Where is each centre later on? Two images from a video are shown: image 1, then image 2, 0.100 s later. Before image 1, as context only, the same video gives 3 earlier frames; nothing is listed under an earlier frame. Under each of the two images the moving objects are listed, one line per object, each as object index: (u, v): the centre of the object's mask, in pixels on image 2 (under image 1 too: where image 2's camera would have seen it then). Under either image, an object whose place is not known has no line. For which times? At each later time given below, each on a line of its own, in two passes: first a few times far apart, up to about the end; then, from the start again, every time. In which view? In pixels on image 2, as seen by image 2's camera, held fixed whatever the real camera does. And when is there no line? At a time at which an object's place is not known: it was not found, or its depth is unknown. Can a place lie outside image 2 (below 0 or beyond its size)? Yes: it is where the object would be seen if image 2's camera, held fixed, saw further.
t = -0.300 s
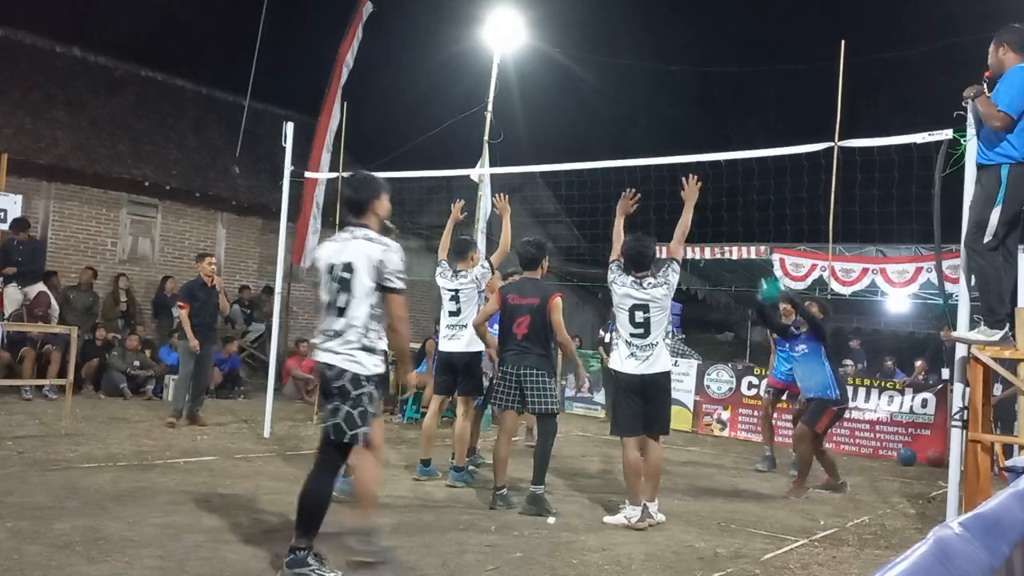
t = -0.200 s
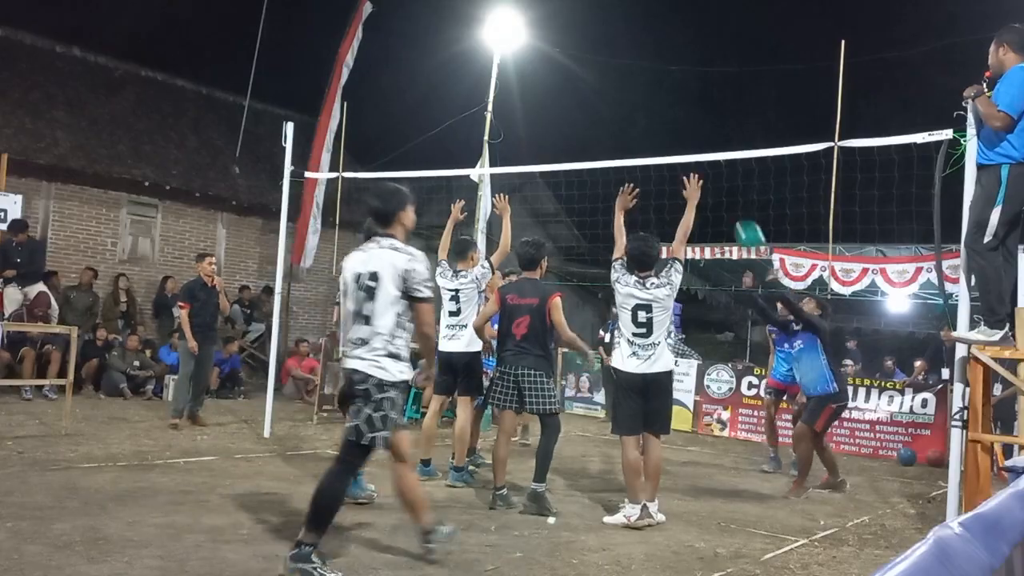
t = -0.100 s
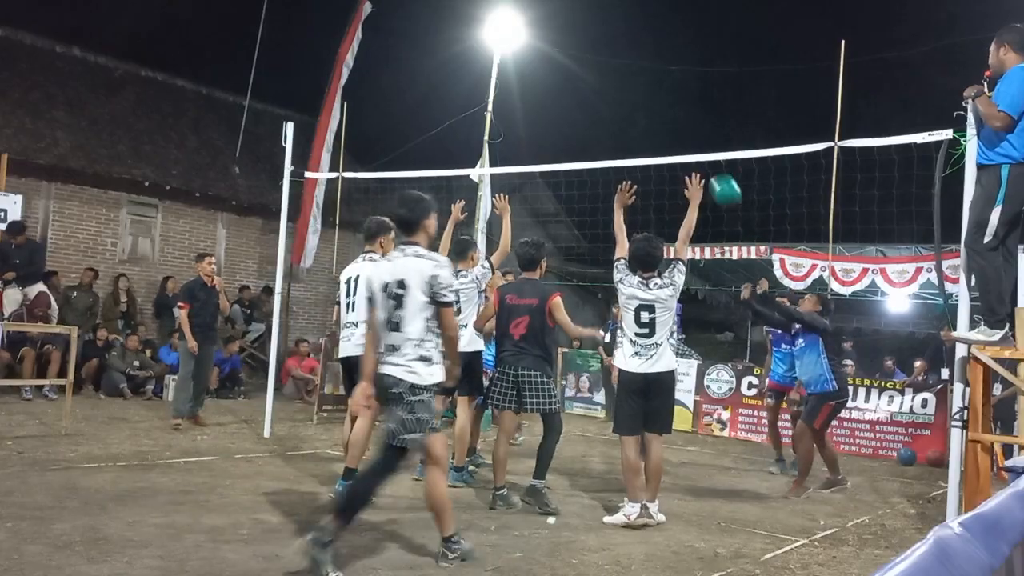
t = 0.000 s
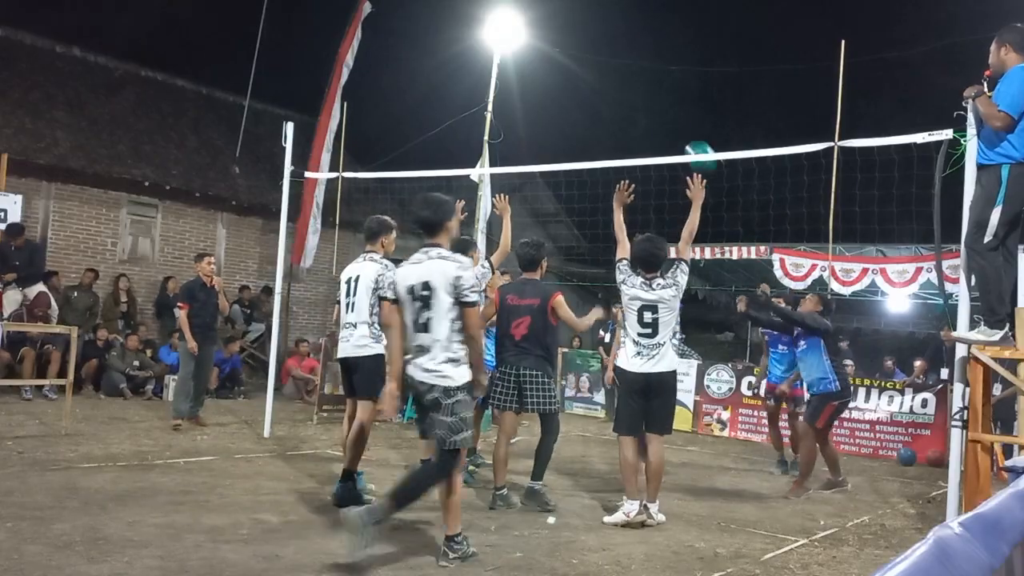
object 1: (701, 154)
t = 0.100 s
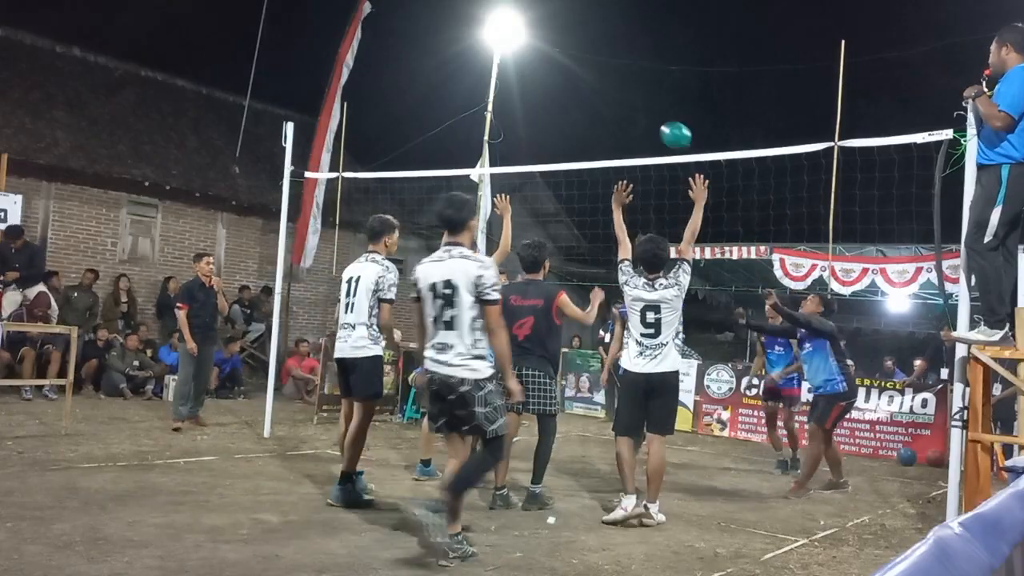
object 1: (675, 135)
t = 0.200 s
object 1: (650, 126)
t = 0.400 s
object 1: (599, 146)
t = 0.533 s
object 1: (565, 184)
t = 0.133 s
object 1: (668, 131)
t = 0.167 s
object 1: (659, 128)
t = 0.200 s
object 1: (650, 126)
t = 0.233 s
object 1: (642, 126)
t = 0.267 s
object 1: (634, 127)
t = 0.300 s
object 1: (625, 130)
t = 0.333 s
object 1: (617, 134)
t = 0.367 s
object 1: (608, 139)
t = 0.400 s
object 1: (599, 146)
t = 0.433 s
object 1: (592, 150)
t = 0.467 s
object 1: (582, 161)
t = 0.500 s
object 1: (572, 178)
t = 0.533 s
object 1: (565, 184)
